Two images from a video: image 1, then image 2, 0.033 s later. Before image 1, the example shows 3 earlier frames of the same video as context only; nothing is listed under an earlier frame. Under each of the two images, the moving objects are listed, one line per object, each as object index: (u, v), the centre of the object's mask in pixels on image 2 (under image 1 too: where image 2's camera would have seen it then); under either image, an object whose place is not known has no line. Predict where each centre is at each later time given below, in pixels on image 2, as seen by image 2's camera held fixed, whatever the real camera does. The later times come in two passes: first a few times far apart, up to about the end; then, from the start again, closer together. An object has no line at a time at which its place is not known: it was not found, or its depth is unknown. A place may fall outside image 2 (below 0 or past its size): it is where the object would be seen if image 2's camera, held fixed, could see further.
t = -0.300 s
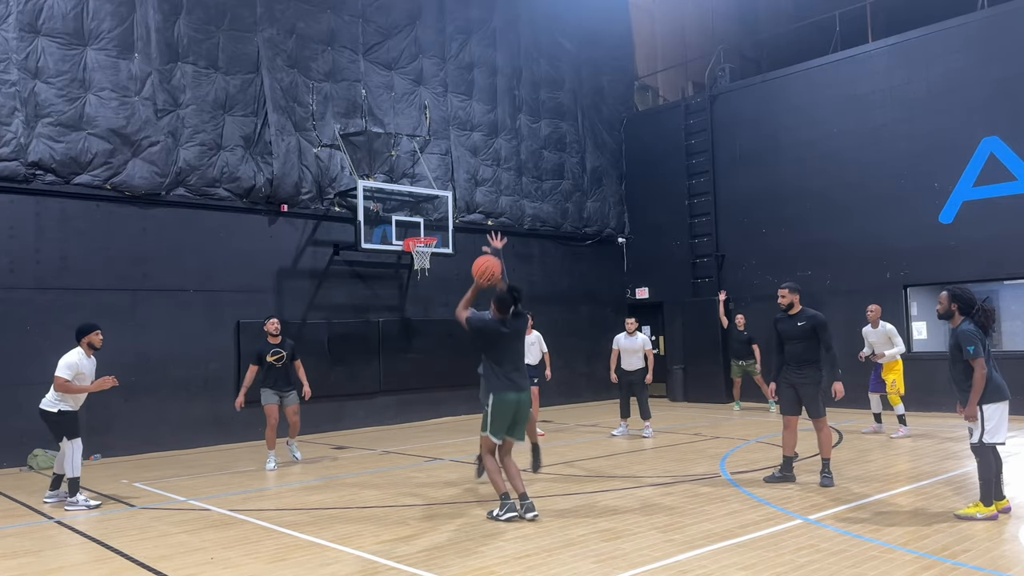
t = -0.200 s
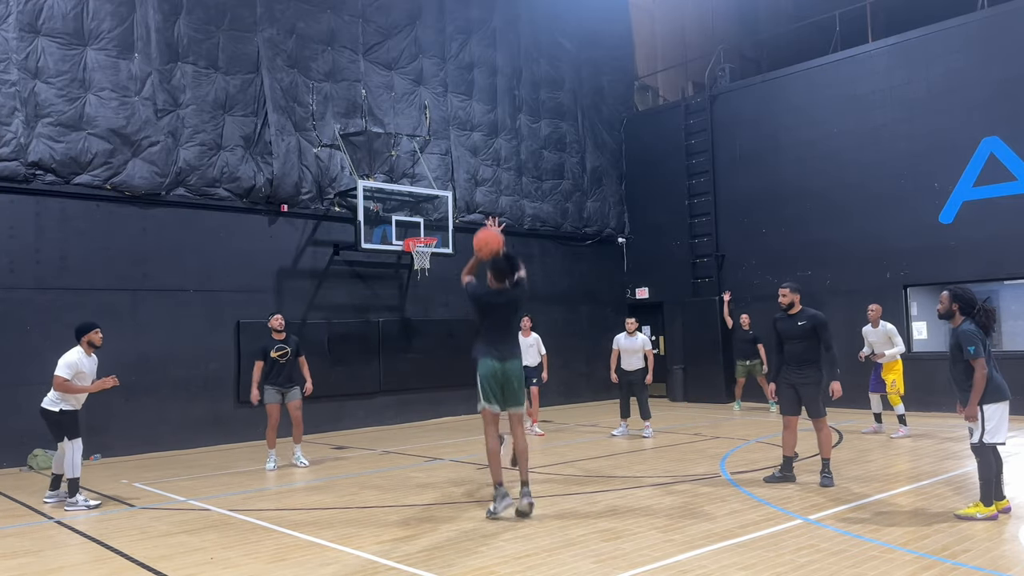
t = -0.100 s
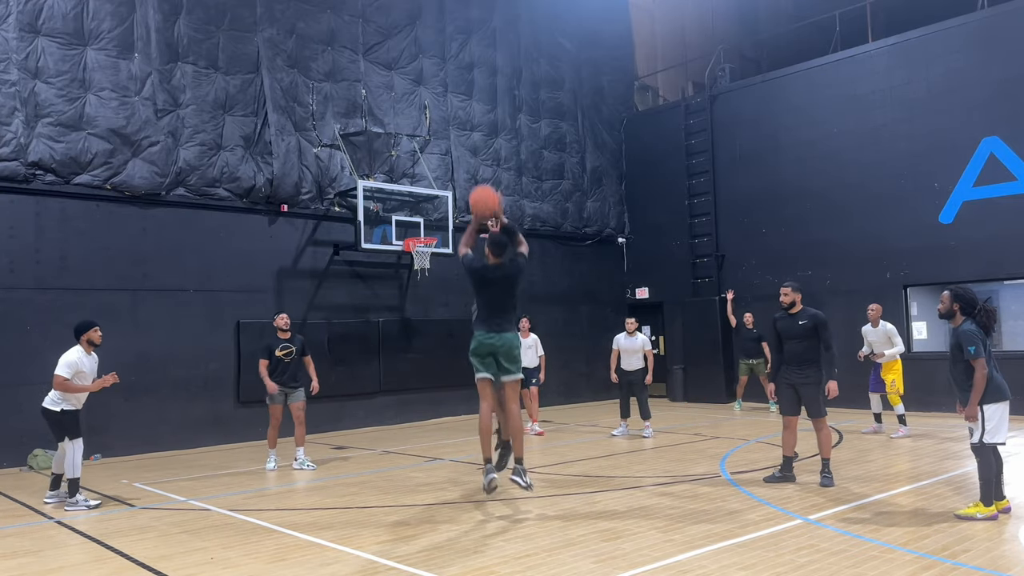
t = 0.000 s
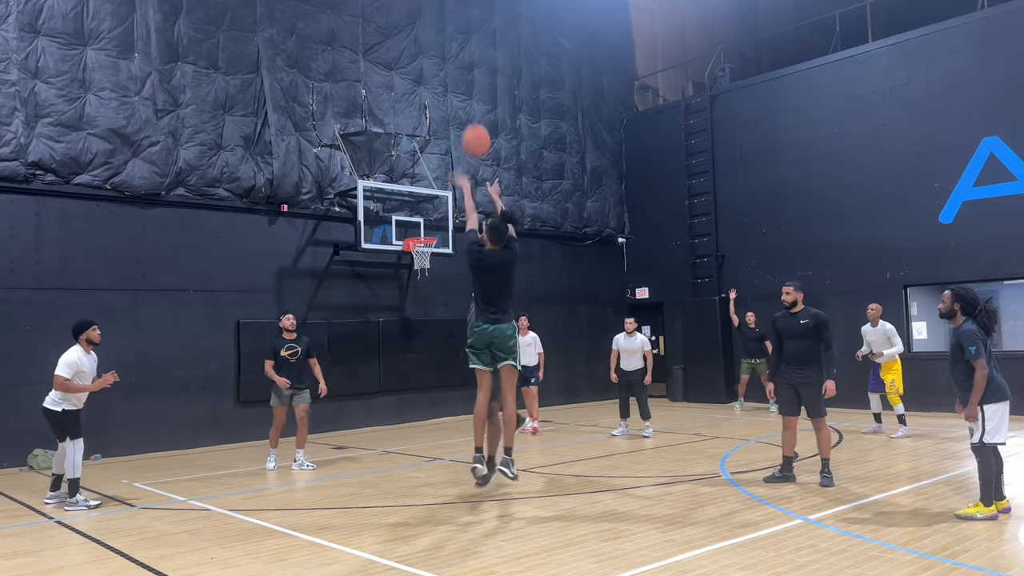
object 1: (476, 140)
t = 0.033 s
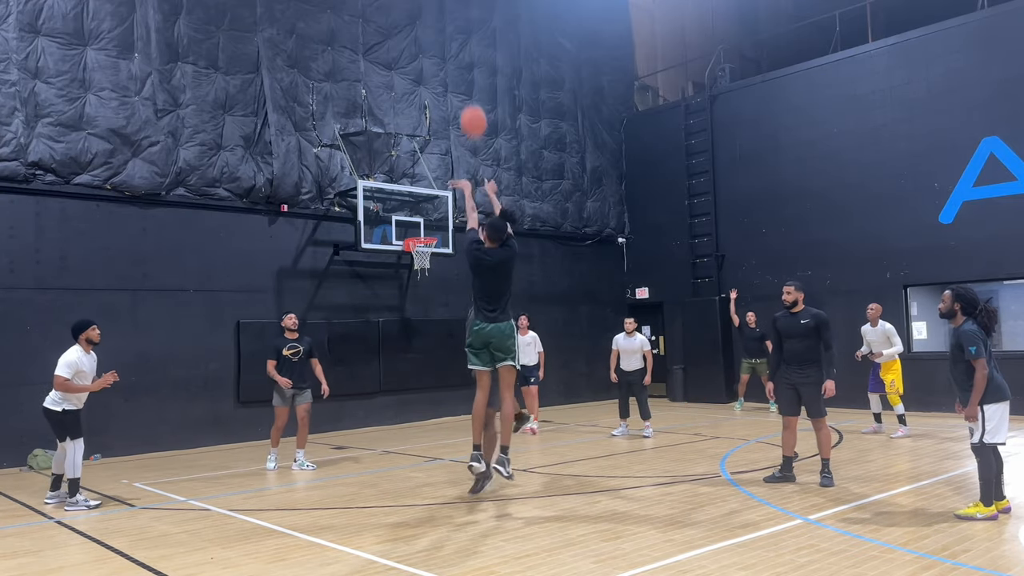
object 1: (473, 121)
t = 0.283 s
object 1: (457, 36)
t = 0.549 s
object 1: (447, 27)
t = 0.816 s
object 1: (440, 72)
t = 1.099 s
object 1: (438, 161)
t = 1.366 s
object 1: (437, 271)
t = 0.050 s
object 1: (472, 113)
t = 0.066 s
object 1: (470, 105)
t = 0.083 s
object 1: (469, 97)
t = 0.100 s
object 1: (468, 89)
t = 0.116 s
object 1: (467, 82)
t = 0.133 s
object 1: (465, 76)
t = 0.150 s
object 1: (465, 70)
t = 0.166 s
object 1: (464, 65)
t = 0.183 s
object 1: (462, 60)
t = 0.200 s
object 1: (461, 55)
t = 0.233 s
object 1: (459, 46)
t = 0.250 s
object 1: (458, 43)
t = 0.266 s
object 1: (457, 39)
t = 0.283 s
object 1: (457, 36)
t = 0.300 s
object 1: (456, 34)
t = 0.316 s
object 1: (455, 31)
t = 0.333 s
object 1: (454, 29)
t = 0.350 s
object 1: (453, 27)
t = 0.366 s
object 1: (453, 26)
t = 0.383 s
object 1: (452, 25)
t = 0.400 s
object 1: (452, 24)
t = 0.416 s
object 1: (451, 23)
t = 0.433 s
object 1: (450, 23)
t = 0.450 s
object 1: (450, 23)
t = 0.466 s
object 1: (449, 23)
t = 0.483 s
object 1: (449, 23)
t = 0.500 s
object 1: (448, 24)
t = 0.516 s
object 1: (447, 24)
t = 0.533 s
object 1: (447, 25)
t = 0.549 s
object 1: (447, 27)
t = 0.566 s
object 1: (446, 28)
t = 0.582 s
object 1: (445, 30)
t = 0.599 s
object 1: (445, 32)
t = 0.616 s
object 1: (445, 34)
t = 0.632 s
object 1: (444, 36)
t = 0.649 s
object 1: (444, 39)
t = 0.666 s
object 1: (443, 41)
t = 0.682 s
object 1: (443, 45)
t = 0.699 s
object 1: (443, 47)
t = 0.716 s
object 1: (443, 51)
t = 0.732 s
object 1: (443, 53)
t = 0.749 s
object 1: (442, 58)
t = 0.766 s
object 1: (441, 61)
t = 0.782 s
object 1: (441, 65)
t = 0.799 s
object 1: (441, 68)
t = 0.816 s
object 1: (440, 72)
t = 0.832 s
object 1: (440, 77)
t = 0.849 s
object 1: (440, 81)
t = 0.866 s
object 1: (440, 85)
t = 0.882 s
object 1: (440, 90)
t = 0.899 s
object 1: (440, 97)
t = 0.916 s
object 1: (440, 100)
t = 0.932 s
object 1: (439, 105)
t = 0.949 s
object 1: (439, 111)
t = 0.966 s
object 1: (439, 115)
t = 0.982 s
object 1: (439, 121)
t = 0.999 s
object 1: (438, 127)
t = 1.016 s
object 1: (438, 131)
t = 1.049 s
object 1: (438, 143)
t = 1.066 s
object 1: (438, 148)
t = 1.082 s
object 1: (439, 155)
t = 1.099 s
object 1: (438, 161)
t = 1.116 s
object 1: (438, 167)
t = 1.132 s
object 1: (438, 173)
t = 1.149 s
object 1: (438, 180)
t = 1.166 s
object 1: (438, 185)
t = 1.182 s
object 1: (438, 193)
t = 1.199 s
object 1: (438, 200)
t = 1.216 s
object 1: (438, 205)
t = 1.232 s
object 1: (438, 213)
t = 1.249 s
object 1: (437, 220)
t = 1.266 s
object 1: (438, 227)
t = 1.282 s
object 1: (438, 233)
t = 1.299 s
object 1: (438, 240)
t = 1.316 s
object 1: (437, 248)
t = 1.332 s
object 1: (437, 258)
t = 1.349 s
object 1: (437, 263)
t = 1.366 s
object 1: (437, 271)
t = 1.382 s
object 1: (437, 278)
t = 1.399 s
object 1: (437, 286)
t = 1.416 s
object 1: (438, 294)
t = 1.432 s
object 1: (438, 302)
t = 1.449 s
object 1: (438, 310)
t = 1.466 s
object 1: (438, 318)
